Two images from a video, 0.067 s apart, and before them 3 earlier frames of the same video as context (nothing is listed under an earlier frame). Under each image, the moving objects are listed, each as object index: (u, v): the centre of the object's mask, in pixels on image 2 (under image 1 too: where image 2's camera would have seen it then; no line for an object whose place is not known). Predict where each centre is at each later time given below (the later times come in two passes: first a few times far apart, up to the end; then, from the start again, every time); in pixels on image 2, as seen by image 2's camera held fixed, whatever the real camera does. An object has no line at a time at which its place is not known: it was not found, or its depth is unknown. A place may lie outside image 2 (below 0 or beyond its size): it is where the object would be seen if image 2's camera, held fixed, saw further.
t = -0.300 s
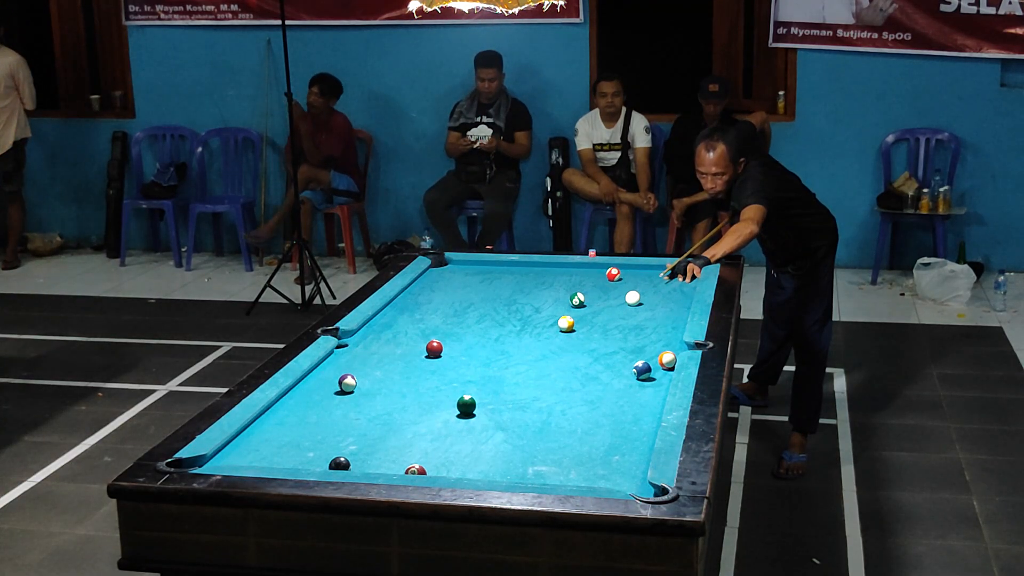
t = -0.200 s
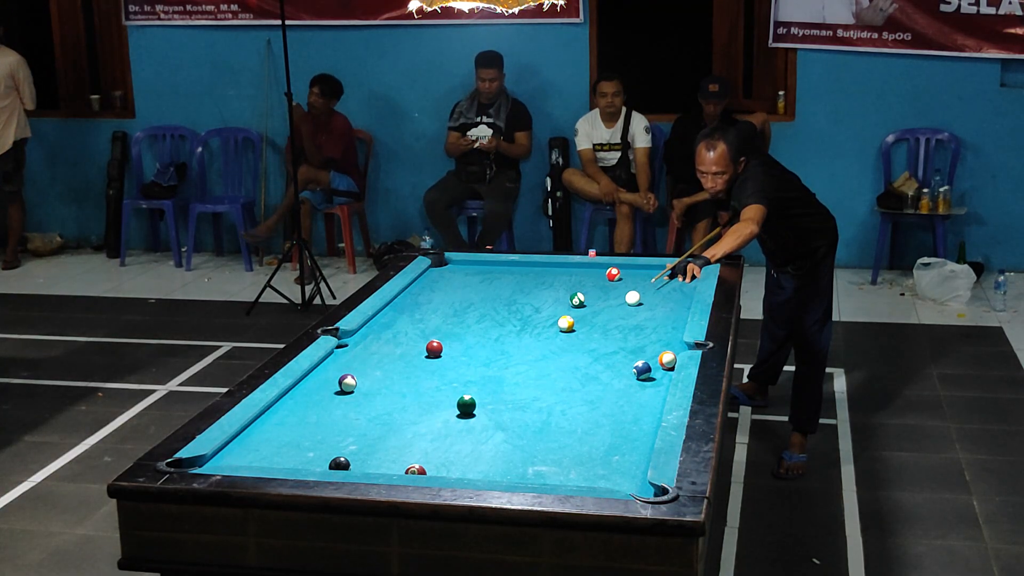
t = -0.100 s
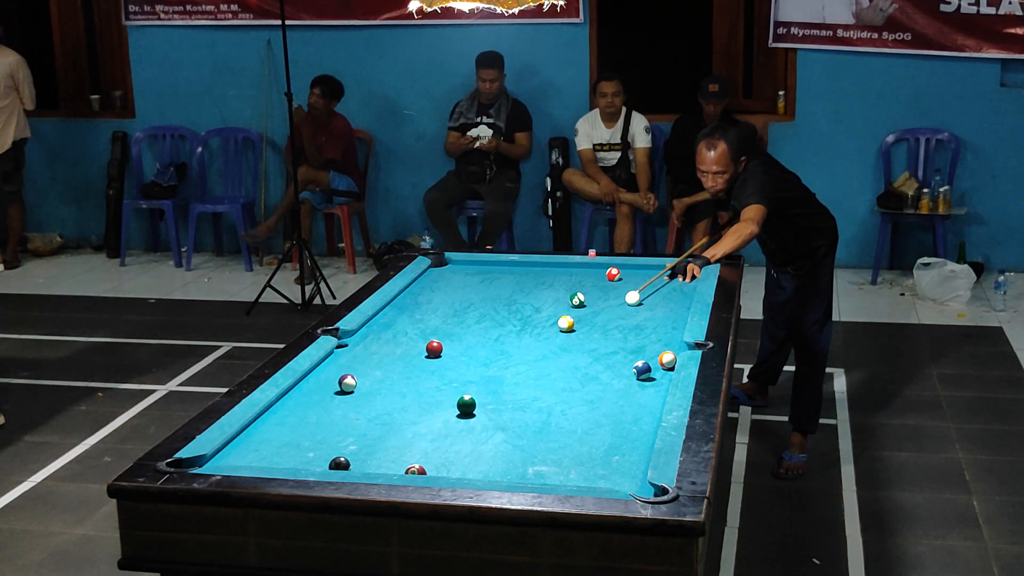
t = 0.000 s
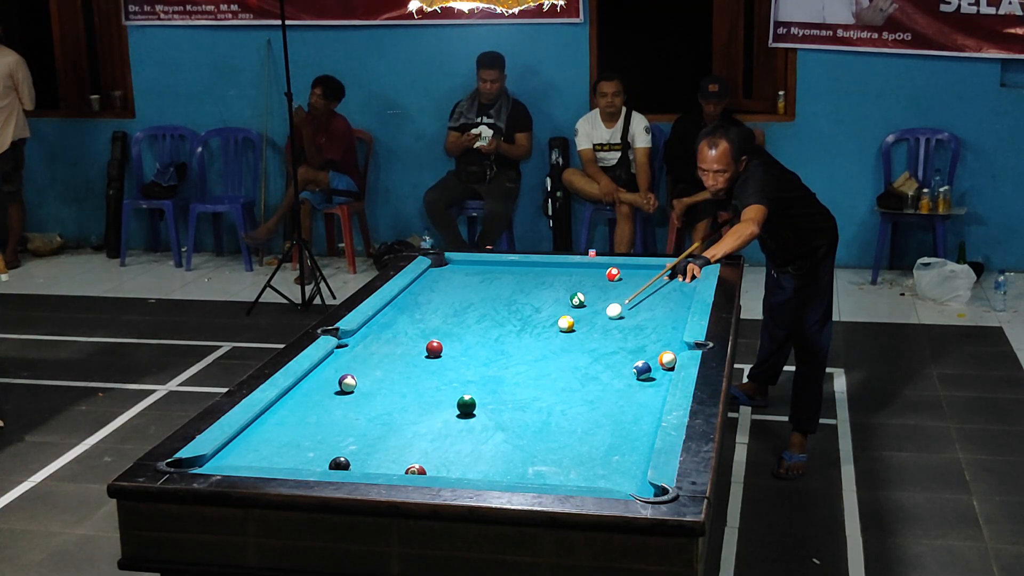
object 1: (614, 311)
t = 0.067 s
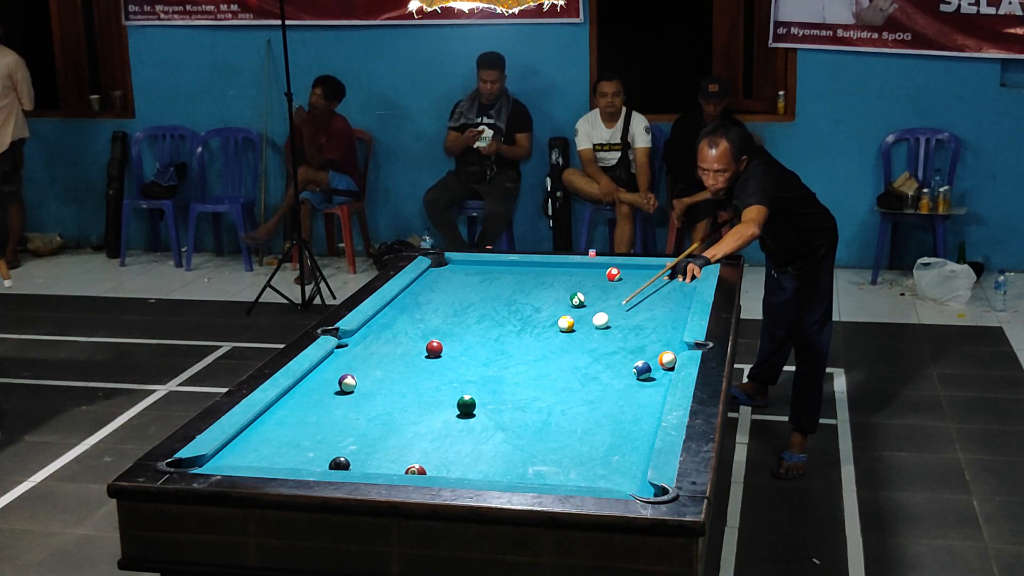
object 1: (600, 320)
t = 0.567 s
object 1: (487, 404)
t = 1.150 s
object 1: (541, 476)
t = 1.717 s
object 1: (632, 425)
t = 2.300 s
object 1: (635, 389)
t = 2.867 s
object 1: (617, 363)
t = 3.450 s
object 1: (603, 344)
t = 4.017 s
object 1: (592, 330)
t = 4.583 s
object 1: (586, 321)
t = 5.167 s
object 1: (583, 314)
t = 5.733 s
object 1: (581, 311)
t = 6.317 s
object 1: (580, 311)
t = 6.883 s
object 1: (580, 311)
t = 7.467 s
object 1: (580, 311)
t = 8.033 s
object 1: (580, 311)
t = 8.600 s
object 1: (580, 311)
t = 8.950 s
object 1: (580, 311)
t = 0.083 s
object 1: (597, 323)
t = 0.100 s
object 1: (594, 325)
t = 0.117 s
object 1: (590, 328)
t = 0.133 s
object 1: (586, 330)
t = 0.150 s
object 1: (583, 332)
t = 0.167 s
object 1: (579, 335)
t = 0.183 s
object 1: (576, 338)
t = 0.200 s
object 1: (572, 340)
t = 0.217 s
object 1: (568, 343)
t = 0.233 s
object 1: (564, 345)
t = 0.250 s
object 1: (560, 348)
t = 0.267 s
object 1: (556, 351)
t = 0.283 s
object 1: (552, 354)
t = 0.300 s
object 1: (548, 356)
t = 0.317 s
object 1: (544, 359)
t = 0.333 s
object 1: (540, 362)
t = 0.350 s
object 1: (536, 365)
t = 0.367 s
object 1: (532, 368)
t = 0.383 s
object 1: (527, 371)
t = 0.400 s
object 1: (523, 374)
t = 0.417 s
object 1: (519, 377)
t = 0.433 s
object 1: (514, 380)
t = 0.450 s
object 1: (510, 383)
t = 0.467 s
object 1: (505, 386)
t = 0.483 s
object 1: (501, 389)
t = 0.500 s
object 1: (496, 393)
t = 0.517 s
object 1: (491, 396)
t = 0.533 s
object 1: (487, 399)
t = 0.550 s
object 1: (485, 402)
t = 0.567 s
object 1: (487, 404)
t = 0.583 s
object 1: (490, 406)
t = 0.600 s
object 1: (492, 408)
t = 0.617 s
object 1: (493, 410)
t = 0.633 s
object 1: (495, 412)
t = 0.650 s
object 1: (496, 414)
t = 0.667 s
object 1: (497, 417)
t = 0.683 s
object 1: (498, 419)
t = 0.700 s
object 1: (499, 421)
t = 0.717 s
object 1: (501, 423)
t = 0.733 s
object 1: (502, 426)
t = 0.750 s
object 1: (503, 428)
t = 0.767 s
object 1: (504, 430)
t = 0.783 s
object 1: (506, 433)
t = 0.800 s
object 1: (507, 435)
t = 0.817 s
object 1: (508, 438)
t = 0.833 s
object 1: (509, 440)
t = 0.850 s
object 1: (511, 443)
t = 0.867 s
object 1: (512, 445)
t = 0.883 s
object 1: (513, 448)
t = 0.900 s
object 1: (515, 450)
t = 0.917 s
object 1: (516, 453)
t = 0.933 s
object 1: (517, 455)
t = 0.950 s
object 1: (519, 458)
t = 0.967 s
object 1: (520, 460)
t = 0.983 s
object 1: (522, 463)
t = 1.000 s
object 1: (523, 466)
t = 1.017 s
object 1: (525, 468)
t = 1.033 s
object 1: (526, 471)
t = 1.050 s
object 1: (527, 473)
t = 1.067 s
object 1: (529, 474)
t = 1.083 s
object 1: (531, 476)
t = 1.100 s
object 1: (532, 477)
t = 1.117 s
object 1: (535, 477)
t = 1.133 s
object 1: (538, 477)
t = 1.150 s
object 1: (541, 476)
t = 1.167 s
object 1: (544, 475)
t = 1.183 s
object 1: (547, 474)
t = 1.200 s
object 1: (550, 473)
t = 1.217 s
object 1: (553, 472)
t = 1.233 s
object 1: (556, 470)
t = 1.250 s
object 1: (559, 468)
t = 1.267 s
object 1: (562, 466)
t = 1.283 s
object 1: (565, 464)
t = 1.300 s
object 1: (568, 463)
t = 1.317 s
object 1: (570, 461)
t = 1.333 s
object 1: (573, 459)
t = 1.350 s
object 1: (576, 458)
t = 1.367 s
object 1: (579, 456)
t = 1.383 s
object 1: (582, 455)
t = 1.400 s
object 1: (584, 453)
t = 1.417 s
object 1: (587, 451)
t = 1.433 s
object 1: (590, 450)
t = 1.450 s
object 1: (592, 448)
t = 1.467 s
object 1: (595, 447)
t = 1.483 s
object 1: (598, 445)
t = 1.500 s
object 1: (600, 444)
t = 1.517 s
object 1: (603, 442)
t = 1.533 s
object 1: (605, 441)
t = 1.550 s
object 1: (608, 439)
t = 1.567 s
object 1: (610, 438)
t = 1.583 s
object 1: (613, 436)
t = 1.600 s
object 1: (615, 435)
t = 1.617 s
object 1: (618, 434)
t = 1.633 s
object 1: (620, 432)
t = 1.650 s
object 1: (623, 431)
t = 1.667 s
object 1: (625, 429)
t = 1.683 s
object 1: (627, 428)
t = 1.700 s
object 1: (630, 427)
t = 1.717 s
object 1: (632, 425)
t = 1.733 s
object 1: (634, 424)
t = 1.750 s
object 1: (637, 423)
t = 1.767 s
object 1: (639, 421)
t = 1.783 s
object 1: (641, 420)
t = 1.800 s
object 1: (644, 419)
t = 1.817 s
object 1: (646, 417)
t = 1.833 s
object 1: (648, 416)
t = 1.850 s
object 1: (650, 415)
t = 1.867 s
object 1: (653, 414)
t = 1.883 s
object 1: (654, 413)
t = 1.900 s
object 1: (653, 412)
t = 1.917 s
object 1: (653, 411)
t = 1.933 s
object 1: (652, 410)
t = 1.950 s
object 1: (651, 409)
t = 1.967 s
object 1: (650, 408)
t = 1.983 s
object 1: (650, 407)
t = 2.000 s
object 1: (649, 405)
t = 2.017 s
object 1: (648, 404)
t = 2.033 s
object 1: (647, 403)
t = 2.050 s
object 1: (647, 402)
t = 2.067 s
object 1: (646, 402)
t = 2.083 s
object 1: (645, 401)
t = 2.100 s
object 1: (644, 400)
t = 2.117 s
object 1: (643, 399)
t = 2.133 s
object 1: (643, 398)
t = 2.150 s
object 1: (642, 397)
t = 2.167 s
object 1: (641, 396)
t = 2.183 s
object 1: (640, 395)
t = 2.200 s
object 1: (640, 394)
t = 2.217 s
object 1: (639, 393)
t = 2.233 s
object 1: (638, 392)
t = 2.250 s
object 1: (638, 391)
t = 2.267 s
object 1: (637, 390)
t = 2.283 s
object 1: (636, 390)
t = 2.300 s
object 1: (635, 389)
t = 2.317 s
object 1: (635, 388)
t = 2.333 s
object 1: (634, 387)
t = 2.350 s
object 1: (634, 386)
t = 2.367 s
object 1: (633, 385)
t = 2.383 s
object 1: (632, 385)
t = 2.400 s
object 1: (632, 384)
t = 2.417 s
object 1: (631, 383)
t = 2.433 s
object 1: (630, 382)
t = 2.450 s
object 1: (630, 381)
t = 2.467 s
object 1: (629, 381)
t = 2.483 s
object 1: (629, 380)
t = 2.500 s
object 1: (628, 379)
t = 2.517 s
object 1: (628, 378)
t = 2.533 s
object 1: (627, 377)
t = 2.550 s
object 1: (627, 377)
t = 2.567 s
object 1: (626, 376)
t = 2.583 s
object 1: (625, 375)
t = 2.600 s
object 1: (625, 374)
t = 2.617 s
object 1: (624, 374)
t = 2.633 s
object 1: (624, 373)
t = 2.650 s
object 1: (623, 372)
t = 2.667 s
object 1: (623, 371)
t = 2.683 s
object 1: (622, 371)
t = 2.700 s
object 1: (622, 370)
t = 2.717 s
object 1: (621, 369)
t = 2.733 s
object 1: (621, 369)
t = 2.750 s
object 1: (620, 368)
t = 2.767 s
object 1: (620, 367)
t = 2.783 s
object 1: (619, 366)
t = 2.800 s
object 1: (619, 366)
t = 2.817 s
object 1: (618, 365)
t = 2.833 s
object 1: (618, 365)
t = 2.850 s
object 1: (617, 364)
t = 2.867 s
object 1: (617, 363)
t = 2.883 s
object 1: (616, 363)
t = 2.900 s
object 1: (616, 362)
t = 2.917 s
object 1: (615, 361)
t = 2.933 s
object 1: (615, 361)
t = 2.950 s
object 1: (615, 360)
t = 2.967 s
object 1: (614, 360)
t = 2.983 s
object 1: (614, 359)
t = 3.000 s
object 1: (613, 358)
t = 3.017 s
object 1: (613, 358)
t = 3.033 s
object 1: (612, 357)
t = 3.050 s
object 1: (612, 357)
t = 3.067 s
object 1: (612, 356)
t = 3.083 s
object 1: (611, 355)
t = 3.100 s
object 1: (611, 355)
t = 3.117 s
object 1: (610, 354)
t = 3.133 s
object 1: (610, 354)
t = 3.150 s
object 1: (610, 353)
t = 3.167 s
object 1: (609, 353)
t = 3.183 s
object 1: (609, 352)
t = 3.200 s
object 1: (608, 352)
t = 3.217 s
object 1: (608, 351)
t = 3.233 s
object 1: (607, 350)
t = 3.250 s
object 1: (607, 350)
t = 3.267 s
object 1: (607, 349)
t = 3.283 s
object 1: (606, 349)
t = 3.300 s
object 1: (606, 348)
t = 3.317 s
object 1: (606, 348)
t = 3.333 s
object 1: (605, 347)
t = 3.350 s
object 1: (605, 347)
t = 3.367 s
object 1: (604, 346)
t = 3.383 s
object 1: (604, 346)
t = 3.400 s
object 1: (604, 345)
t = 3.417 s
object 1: (603, 345)
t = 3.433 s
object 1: (603, 344)
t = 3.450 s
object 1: (603, 344)
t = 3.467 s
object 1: (602, 343)
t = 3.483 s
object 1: (602, 343)
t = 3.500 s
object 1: (602, 343)
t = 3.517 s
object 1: (601, 342)
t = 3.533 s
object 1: (601, 342)
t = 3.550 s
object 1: (601, 341)
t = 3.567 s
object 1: (600, 341)
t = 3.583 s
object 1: (600, 340)
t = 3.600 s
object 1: (600, 340)
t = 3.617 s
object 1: (599, 339)
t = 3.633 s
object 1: (599, 339)
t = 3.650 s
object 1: (599, 339)
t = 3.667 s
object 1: (598, 338)
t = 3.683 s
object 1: (598, 338)
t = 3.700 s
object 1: (598, 337)
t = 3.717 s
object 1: (598, 337)
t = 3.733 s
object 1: (597, 337)
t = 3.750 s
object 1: (597, 336)
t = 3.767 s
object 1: (597, 336)
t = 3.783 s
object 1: (596, 335)
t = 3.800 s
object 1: (596, 335)
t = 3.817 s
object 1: (596, 335)
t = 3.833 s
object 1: (596, 334)
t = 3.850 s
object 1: (595, 334)
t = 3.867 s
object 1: (595, 333)
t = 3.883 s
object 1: (595, 333)
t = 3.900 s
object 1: (594, 333)
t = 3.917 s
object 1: (594, 332)
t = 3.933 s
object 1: (594, 332)
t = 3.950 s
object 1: (594, 332)
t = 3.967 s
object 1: (593, 331)
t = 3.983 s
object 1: (593, 331)
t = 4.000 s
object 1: (593, 330)
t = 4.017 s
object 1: (592, 330)
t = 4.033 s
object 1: (592, 330)
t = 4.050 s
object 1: (592, 330)
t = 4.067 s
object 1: (592, 329)
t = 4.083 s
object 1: (592, 329)
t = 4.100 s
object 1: (591, 328)
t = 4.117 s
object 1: (591, 328)
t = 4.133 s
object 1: (591, 328)
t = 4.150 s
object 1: (591, 328)
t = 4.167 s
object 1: (591, 327)
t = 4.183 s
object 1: (590, 327)
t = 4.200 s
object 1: (590, 327)
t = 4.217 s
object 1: (590, 326)
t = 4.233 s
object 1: (590, 326)
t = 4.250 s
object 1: (590, 326)
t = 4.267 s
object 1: (589, 326)
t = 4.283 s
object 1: (589, 325)
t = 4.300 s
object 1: (589, 325)
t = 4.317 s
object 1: (589, 325)
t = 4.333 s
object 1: (589, 324)
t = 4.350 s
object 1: (589, 324)
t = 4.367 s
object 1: (588, 324)
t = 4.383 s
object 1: (588, 324)
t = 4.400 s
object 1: (588, 323)
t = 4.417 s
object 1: (588, 323)
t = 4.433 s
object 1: (588, 323)
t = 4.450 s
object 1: (587, 322)
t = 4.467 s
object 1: (587, 322)
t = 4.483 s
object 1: (587, 322)
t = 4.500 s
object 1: (587, 322)
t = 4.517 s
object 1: (587, 322)
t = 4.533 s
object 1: (587, 321)
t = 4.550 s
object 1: (586, 321)
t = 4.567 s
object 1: (586, 321)
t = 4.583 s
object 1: (586, 321)
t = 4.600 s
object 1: (586, 320)
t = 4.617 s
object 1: (586, 320)
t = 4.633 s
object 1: (586, 320)
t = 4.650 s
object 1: (586, 320)
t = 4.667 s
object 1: (585, 319)
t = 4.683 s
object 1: (585, 319)
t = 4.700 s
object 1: (585, 319)
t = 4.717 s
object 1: (585, 319)
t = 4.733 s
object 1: (585, 319)
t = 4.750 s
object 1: (585, 319)
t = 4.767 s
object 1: (585, 318)
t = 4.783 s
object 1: (585, 318)
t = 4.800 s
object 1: (585, 318)
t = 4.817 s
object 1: (584, 318)
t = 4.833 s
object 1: (584, 318)
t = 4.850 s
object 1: (584, 317)
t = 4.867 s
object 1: (584, 317)
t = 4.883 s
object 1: (584, 317)
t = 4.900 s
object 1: (584, 317)
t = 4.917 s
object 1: (584, 317)
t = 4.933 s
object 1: (584, 316)
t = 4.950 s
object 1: (584, 316)
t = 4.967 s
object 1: (584, 316)
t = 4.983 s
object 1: (584, 316)
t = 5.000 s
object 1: (584, 316)
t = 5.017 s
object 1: (584, 316)
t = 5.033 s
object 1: (583, 315)
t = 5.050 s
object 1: (583, 315)
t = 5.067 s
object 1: (583, 315)
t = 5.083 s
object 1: (583, 315)
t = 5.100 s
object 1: (583, 315)
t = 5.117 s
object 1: (583, 315)
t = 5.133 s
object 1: (583, 315)
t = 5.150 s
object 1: (583, 315)
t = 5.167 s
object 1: (583, 314)
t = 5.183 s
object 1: (582, 314)
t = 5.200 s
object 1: (582, 314)
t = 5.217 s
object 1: (582, 314)
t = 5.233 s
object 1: (582, 314)
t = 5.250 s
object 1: (582, 314)
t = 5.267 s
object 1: (582, 314)
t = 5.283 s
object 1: (582, 314)
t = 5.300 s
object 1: (582, 313)
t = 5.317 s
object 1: (582, 313)
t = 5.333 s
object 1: (582, 313)
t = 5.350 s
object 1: (582, 313)
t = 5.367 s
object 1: (582, 313)
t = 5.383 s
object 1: (582, 313)
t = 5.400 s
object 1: (582, 313)
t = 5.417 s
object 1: (582, 313)
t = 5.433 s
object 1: (582, 313)
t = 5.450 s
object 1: (582, 312)
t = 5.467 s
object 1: (582, 312)
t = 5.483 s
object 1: (582, 312)
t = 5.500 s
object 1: (582, 312)
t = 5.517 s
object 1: (581, 312)
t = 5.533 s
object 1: (581, 312)
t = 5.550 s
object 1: (581, 312)
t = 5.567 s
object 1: (581, 312)
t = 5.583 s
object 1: (581, 312)
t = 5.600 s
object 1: (581, 312)
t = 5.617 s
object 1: (581, 312)
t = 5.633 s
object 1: (581, 312)
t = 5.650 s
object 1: (581, 312)
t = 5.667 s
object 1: (581, 312)
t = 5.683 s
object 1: (581, 312)
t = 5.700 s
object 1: (581, 312)
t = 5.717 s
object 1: (581, 311)
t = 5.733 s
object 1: (581, 311)
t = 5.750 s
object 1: (581, 311)
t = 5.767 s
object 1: (580, 311)
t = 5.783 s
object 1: (580, 311)
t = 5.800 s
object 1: (580, 311)
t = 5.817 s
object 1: (580, 311)
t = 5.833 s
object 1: (580, 311)
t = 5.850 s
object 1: (580, 311)
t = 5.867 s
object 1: (580, 311)
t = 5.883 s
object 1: (580, 311)
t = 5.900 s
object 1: (580, 311)
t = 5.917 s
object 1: (580, 311)
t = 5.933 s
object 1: (580, 311)
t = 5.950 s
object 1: (580, 311)
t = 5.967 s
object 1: (580, 311)
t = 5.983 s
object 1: (580, 311)
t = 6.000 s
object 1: (580, 311)
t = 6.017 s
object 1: (580, 311)
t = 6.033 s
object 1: (580, 311)
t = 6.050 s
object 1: (580, 311)
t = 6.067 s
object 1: (580, 311)
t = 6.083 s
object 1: (580, 311)
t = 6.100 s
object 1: (580, 311)
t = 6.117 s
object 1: (580, 311)
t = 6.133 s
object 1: (580, 311)
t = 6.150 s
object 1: (580, 311)
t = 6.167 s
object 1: (580, 311)
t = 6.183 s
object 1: (580, 311)
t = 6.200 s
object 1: (580, 311)
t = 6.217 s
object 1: (580, 311)
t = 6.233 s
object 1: (580, 311)
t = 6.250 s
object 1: (580, 311)
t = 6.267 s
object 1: (580, 311)
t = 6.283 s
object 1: (580, 311)
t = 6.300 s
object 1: (580, 311)
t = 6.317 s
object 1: (580, 311)
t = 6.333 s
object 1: (580, 311)
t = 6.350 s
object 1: (580, 311)
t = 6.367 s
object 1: (580, 311)
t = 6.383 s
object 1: (580, 311)
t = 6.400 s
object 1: (580, 311)
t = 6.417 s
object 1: (580, 311)
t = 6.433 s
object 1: (580, 311)
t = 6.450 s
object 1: (580, 311)
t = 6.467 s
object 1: (580, 311)
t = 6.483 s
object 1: (580, 311)
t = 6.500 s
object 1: (580, 311)
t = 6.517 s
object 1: (580, 311)
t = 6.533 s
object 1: (580, 311)
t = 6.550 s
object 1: (580, 311)
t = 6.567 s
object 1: (580, 311)
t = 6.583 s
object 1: (580, 311)
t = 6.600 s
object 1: (580, 311)
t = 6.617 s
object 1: (580, 311)
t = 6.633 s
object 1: (580, 311)
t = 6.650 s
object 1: (580, 311)
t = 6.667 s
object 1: (580, 311)
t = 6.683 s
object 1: (580, 311)
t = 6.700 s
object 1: (580, 311)
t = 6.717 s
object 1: (580, 311)
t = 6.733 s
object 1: (580, 311)
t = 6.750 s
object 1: (580, 311)
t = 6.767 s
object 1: (580, 311)
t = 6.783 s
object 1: (580, 311)
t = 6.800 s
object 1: (580, 311)
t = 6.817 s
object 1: (580, 311)
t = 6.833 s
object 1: (580, 311)
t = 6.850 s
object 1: (580, 311)
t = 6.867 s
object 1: (580, 311)
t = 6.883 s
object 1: (580, 311)
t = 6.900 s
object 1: (580, 311)
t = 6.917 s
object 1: (580, 311)
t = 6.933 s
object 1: (580, 311)
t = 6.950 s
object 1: (580, 311)
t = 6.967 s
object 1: (580, 311)
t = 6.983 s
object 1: (580, 311)
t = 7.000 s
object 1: (580, 311)
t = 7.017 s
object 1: (580, 311)
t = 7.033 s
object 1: (580, 311)
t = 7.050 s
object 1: (580, 311)
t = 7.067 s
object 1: (580, 311)
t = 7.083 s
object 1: (580, 311)
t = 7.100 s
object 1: (580, 311)
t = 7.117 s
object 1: (580, 311)
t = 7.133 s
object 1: (580, 311)
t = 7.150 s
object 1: (580, 311)
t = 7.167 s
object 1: (580, 311)
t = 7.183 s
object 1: (580, 311)
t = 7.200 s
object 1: (580, 311)
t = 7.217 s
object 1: (580, 311)
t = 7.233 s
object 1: (580, 311)
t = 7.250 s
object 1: (580, 311)
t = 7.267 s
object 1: (580, 311)
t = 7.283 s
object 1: (580, 311)
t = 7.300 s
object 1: (580, 311)
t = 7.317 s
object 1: (580, 311)
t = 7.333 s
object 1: (580, 311)
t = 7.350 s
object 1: (580, 311)
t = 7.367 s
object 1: (580, 311)
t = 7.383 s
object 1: (580, 311)
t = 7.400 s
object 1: (580, 311)
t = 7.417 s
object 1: (580, 311)
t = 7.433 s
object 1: (580, 311)
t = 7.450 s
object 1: (580, 311)
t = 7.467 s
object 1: (580, 311)
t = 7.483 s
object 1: (580, 311)
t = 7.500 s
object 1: (580, 311)
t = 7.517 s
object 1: (580, 311)
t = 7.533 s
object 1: (580, 311)
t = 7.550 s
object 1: (580, 311)
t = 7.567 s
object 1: (580, 311)
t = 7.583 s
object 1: (580, 311)
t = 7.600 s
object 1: (580, 311)
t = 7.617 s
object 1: (580, 311)
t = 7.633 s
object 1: (580, 311)
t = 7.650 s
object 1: (580, 311)
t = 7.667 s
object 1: (580, 311)
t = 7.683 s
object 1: (580, 311)
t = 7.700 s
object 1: (580, 311)
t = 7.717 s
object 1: (580, 311)
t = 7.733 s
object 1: (580, 311)
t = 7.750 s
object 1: (580, 311)
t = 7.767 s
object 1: (580, 311)
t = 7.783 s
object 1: (580, 311)
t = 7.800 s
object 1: (580, 311)
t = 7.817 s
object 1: (580, 311)
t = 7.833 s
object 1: (580, 311)
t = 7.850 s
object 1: (580, 311)
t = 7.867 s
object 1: (580, 311)
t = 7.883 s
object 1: (580, 311)
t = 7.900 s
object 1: (580, 311)
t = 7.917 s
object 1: (580, 311)
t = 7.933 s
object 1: (580, 311)
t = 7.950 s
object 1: (580, 311)
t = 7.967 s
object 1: (580, 311)
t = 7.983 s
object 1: (580, 311)
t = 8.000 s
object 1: (580, 311)
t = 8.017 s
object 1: (580, 311)
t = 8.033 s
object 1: (580, 311)
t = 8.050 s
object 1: (580, 311)
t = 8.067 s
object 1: (580, 311)
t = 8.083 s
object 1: (580, 311)
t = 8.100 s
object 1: (580, 311)
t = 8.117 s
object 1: (580, 311)
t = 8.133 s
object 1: (580, 311)
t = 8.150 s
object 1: (580, 311)
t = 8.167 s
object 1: (580, 311)
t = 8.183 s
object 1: (580, 311)
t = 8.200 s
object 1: (580, 311)
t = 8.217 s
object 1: (580, 311)
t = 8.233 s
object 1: (580, 311)
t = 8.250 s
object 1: (580, 311)
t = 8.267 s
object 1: (580, 311)
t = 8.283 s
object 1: (580, 311)
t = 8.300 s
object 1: (580, 311)
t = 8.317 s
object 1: (580, 311)
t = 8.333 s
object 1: (580, 311)
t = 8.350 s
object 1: (580, 311)
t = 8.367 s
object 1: (580, 311)
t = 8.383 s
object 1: (580, 311)
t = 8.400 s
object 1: (580, 311)
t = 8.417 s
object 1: (580, 311)
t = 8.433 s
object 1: (580, 311)
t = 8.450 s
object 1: (580, 311)
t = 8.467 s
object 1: (580, 311)
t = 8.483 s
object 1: (580, 311)
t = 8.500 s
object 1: (580, 311)
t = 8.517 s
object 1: (580, 311)
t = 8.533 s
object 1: (580, 311)
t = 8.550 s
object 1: (580, 311)
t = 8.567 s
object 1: (580, 311)
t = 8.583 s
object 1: (580, 311)
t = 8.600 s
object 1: (580, 311)
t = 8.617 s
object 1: (580, 311)
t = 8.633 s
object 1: (580, 311)
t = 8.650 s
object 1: (580, 311)
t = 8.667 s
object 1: (580, 311)
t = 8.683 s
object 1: (580, 311)
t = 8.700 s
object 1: (580, 311)
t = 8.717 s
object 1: (580, 311)
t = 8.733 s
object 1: (580, 311)
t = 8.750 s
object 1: (580, 311)
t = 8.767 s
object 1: (580, 311)
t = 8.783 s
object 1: (580, 311)
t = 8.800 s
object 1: (580, 311)
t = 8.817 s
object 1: (580, 311)
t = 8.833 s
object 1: (580, 311)
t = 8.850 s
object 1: (580, 311)
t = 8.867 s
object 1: (580, 311)
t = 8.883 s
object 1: (580, 311)
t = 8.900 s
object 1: (580, 311)
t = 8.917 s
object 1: (580, 311)
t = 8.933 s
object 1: (580, 311)
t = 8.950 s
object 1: (580, 311)
